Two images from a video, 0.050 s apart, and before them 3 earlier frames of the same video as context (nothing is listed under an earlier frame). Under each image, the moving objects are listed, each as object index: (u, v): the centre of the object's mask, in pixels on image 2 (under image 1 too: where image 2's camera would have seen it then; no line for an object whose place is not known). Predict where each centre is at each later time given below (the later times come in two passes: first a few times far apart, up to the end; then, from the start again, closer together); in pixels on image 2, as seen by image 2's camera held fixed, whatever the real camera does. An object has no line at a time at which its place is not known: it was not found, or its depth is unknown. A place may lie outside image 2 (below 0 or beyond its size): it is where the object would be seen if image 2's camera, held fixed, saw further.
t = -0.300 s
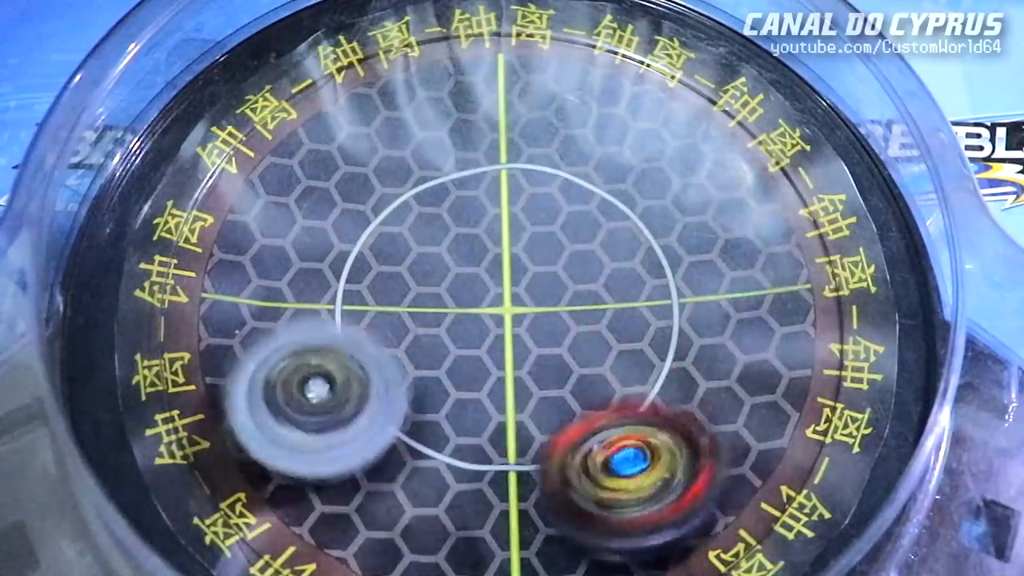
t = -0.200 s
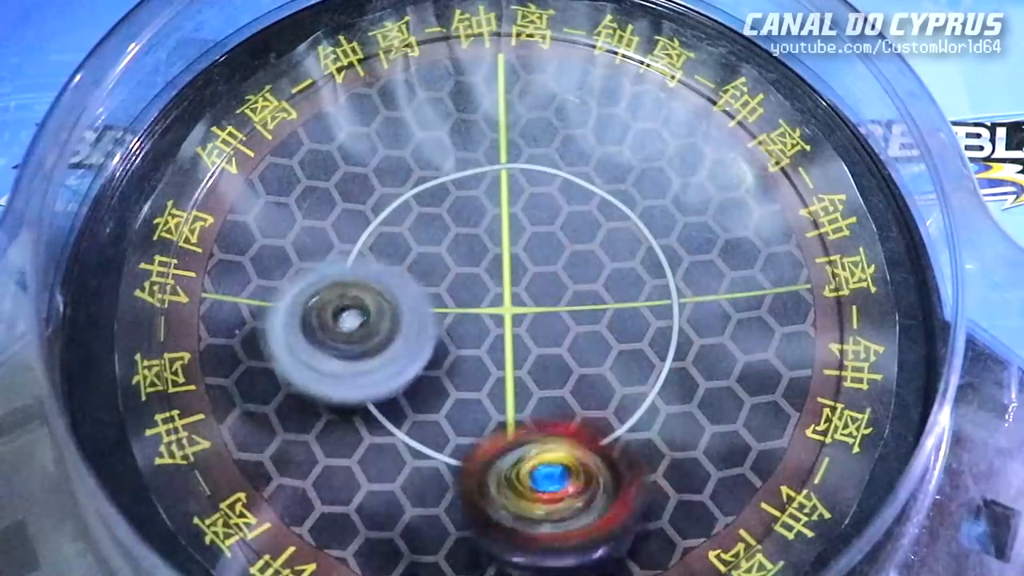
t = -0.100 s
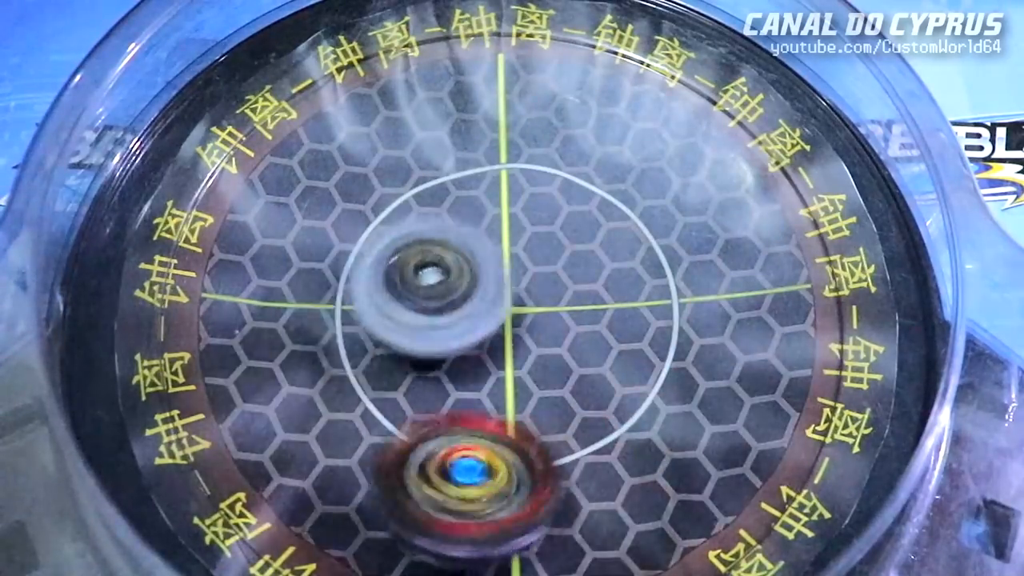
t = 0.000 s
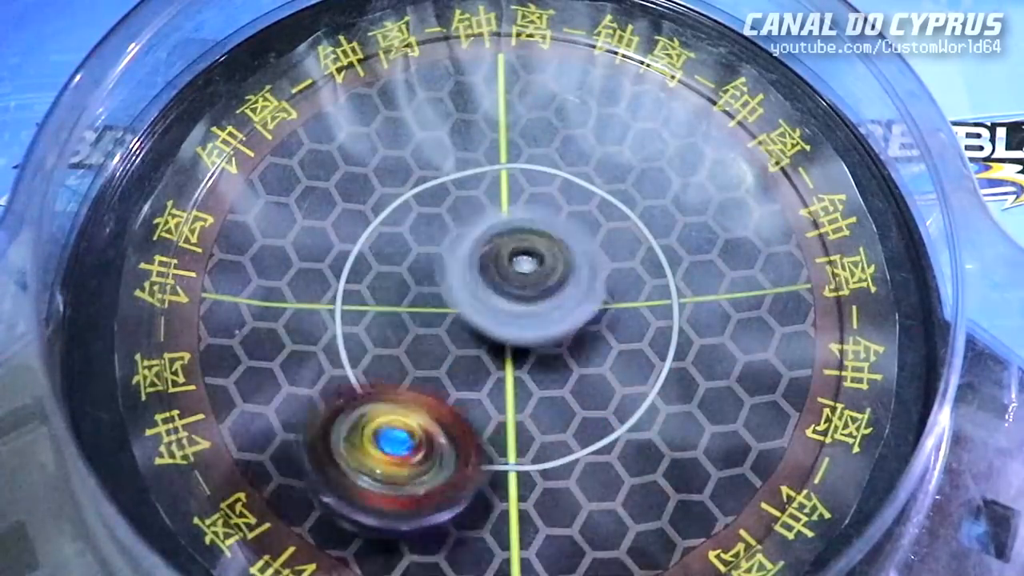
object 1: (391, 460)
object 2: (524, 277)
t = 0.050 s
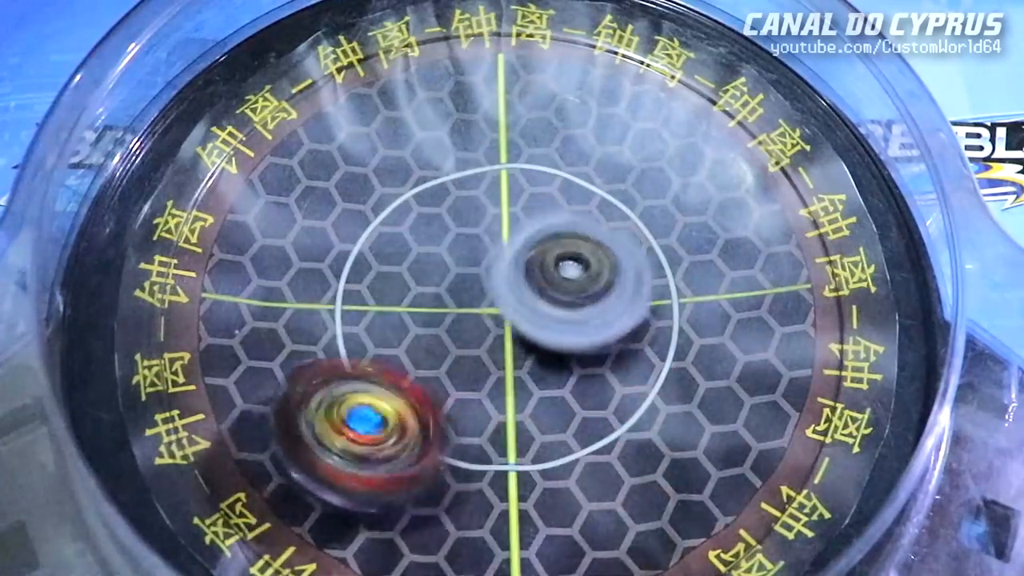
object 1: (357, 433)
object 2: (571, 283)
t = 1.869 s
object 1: (597, 196)
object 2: (442, 287)
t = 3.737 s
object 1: (575, 168)
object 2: (431, 434)
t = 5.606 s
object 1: (545, 145)
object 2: (567, 365)
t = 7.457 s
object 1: (390, 242)
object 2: (590, 329)
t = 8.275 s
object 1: (377, 264)
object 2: (558, 261)
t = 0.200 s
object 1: (296, 349)
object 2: (680, 341)
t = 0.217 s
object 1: (290, 339)
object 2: (687, 350)
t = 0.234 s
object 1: (289, 329)
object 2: (693, 360)
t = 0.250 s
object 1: (289, 318)
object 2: (697, 372)
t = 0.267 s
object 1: (286, 305)
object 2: (699, 380)
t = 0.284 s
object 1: (283, 295)
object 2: (701, 390)
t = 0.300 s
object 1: (282, 287)
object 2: (700, 402)
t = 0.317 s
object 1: (285, 276)
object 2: (698, 412)
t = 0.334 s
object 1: (288, 266)
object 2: (692, 422)
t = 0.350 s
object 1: (286, 256)
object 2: (688, 428)
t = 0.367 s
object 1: (286, 247)
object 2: (682, 434)
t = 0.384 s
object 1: (292, 238)
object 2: (672, 440)
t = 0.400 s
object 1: (296, 229)
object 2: (661, 446)
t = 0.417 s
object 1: (299, 218)
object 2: (652, 448)
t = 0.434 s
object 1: (301, 210)
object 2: (638, 449)
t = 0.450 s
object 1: (306, 202)
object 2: (623, 450)
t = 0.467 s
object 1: (311, 194)
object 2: (612, 447)
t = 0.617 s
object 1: (381, 140)
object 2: (512, 371)
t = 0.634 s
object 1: (393, 135)
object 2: (505, 357)
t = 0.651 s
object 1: (402, 130)
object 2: (501, 344)
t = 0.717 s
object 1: (441, 120)
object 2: (493, 291)
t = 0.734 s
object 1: (449, 119)
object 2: (493, 276)
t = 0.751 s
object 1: (461, 116)
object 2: (496, 263)
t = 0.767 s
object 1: (471, 114)
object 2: (501, 255)
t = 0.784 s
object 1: (478, 102)
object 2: (508, 277)
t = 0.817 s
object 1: (489, 64)
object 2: (530, 325)
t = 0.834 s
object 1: (497, 53)
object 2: (539, 348)
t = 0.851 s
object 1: (500, 47)
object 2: (548, 372)
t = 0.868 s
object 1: (510, 42)
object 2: (554, 394)
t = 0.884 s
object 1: (515, 40)
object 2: (558, 411)
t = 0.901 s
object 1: (521, 41)
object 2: (559, 434)
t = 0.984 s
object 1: (540, 57)
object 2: (557, 494)
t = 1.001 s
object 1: (545, 61)
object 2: (553, 499)
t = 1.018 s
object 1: (551, 64)
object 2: (549, 500)
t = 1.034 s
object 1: (556, 69)
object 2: (543, 502)
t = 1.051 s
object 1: (562, 77)
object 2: (539, 502)
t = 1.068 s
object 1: (567, 86)
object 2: (532, 502)
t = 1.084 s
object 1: (571, 95)
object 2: (527, 501)
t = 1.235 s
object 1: (594, 189)
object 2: (464, 492)
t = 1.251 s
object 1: (594, 201)
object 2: (457, 489)
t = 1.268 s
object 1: (593, 213)
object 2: (447, 485)
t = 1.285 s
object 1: (592, 225)
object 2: (440, 478)
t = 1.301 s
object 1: (589, 236)
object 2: (433, 470)
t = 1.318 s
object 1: (589, 249)
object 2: (427, 459)
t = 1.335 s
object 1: (587, 259)
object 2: (424, 450)
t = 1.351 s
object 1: (582, 270)
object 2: (422, 438)
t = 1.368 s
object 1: (577, 283)
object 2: (423, 426)
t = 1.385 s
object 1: (575, 294)
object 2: (424, 413)
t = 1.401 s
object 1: (570, 304)
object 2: (429, 400)
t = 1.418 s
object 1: (576, 301)
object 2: (420, 399)
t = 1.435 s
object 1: (583, 290)
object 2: (414, 400)
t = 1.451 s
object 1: (591, 287)
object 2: (408, 399)
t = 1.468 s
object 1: (599, 285)
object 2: (403, 397)
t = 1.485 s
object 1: (613, 276)
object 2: (401, 395)
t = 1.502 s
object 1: (624, 268)
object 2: (399, 390)
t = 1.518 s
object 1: (635, 265)
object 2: (401, 385)
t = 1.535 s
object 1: (640, 262)
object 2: (401, 380)
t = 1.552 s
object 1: (638, 258)
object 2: (405, 372)
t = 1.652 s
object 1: (603, 259)
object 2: (439, 320)
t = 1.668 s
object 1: (599, 256)
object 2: (439, 315)
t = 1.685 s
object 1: (602, 248)
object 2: (434, 314)
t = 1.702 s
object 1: (602, 241)
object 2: (430, 314)
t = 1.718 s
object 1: (598, 235)
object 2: (428, 313)
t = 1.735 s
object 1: (598, 230)
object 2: (427, 310)
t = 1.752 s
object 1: (596, 225)
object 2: (429, 306)
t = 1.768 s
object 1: (593, 218)
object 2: (430, 302)
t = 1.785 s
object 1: (590, 214)
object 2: (435, 296)
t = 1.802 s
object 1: (589, 212)
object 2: (439, 293)
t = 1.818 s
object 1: (588, 211)
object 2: (444, 287)
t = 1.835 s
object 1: (589, 208)
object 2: (444, 286)
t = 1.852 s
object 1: (595, 205)
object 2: (444, 287)
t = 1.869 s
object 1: (597, 196)
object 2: (442, 287)
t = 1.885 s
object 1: (597, 190)
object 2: (444, 287)
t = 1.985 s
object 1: (610, 156)
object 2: (474, 279)
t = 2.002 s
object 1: (611, 156)
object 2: (480, 277)
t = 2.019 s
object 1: (613, 155)
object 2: (488, 279)
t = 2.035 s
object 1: (613, 153)
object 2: (495, 278)
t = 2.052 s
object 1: (611, 153)
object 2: (502, 281)
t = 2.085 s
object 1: (610, 153)
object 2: (515, 285)
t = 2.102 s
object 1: (608, 154)
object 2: (522, 287)
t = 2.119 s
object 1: (606, 155)
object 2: (528, 292)
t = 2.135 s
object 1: (606, 154)
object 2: (534, 294)
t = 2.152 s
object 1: (605, 152)
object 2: (538, 304)
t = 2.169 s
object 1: (602, 150)
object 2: (543, 311)
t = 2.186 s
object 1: (601, 150)
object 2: (545, 322)
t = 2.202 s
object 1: (599, 149)
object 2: (549, 329)
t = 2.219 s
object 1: (596, 149)
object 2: (549, 340)
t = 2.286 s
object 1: (589, 155)
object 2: (551, 366)
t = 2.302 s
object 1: (586, 157)
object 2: (549, 376)
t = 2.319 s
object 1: (583, 157)
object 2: (547, 381)
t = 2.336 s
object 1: (581, 159)
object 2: (545, 387)
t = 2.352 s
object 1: (577, 162)
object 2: (543, 391)
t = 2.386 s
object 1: (575, 169)
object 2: (536, 401)
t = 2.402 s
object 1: (571, 172)
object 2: (529, 405)
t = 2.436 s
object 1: (564, 183)
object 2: (520, 408)
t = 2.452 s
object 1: (560, 189)
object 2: (514, 411)
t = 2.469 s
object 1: (554, 198)
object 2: (507, 411)
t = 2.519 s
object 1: (542, 220)
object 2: (486, 408)
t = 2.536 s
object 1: (534, 230)
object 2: (480, 406)
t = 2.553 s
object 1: (531, 236)
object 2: (474, 400)
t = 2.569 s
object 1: (527, 243)
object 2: (469, 393)
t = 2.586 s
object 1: (524, 245)
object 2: (463, 389)
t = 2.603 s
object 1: (520, 244)
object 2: (459, 392)
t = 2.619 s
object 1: (515, 238)
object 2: (457, 392)
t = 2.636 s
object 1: (512, 234)
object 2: (453, 394)
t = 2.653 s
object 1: (509, 231)
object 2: (453, 391)
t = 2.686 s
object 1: (505, 229)
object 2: (453, 382)
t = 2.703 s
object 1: (502, 228)
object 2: (453, 381)
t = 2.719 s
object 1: (509, 214)
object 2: (452, 402)
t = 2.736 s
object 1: (516, 195)
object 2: (439, 428)
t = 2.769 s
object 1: (521, 168)
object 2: (425, 463)
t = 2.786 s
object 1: (524, 160)
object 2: (421, 475)
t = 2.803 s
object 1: (522, 151)
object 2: (418, 487)
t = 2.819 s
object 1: (520, 142)
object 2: (416, 492)
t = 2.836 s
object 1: (520, 133)
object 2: (412, 497)
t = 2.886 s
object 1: (521, 109)
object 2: (404, 506)
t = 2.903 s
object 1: (521, 101)
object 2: (405, 507)
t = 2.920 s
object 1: (523, 96)
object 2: (402, 509)
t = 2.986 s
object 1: (533, 66)
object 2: (401, 511)
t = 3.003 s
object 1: (534, 63)
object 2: (400, 512)
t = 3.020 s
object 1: (538, 59)
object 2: (402, 513)
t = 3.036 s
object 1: (541, 58)
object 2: (406, 513)
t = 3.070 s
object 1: (543, 56)
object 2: (411, 511)
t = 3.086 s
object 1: (545, 57)
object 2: (417, 509)
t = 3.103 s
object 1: (545, 58)
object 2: (419, 508)
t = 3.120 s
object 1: (545, 59)
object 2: (422, 506)
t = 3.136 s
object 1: (546, 60)
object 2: (429, 500)
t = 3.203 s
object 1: (549, 72)
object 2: (453, 475)
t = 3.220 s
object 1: (551, 78)
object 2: (460, 470)
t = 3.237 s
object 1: (556, 84)
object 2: (462, 460)
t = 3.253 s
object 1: (556, 90)
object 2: (470, 451)
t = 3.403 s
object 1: (563, 165)
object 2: (518, 373)
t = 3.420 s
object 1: (562, 177)
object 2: (520, 358)
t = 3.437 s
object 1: (562, 183)
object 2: (524, 346)
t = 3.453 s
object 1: (561, 189)
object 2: (530, 343)
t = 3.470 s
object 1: (569, 184)
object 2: (525, 356)
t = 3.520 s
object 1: (589, 162)
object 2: (504, 410)
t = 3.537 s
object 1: (591, 159)
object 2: (501, 423)
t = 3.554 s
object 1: (596, 156)
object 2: (498, 427)
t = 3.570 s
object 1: (596, 157)
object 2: (492, 430)
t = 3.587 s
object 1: (598, 157)
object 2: (487, 434)
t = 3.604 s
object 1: (596, 157)
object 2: (481, 433)
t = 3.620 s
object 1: (596, 158)
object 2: (474, 436)
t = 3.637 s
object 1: (593, 158)
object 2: (468, 439)
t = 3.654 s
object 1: (589, 160)
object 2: (462, 438)
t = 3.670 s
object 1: (589, 160)
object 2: (454, 439)
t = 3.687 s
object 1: (584, 163)
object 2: (449, 440)
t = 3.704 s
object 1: (583, 162)
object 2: (442, 437)
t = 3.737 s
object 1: (575, 168)
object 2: (431, 434)
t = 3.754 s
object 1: (570, 172)
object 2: (426, 428)
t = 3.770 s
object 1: (566, 176)
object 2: (421, 424)
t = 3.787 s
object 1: (561, 178)
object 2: (417, 422)
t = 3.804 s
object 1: (555, 184)
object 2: (414, 413)
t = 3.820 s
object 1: (550, 187)
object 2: (412, 409)
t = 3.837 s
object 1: (543, 193)
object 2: (409, 403)
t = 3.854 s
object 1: (538, 195)
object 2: (408, 393)
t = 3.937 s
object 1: (508, 219)
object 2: (409, 358)
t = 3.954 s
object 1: (504, 225)
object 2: (411, 348)
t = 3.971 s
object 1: (503, 220)
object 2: (410, 346)
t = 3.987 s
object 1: (505, 222)
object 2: (403, 350)
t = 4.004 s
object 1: (506, 218)
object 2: (403, 346)
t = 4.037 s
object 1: (507, 217)
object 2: (404, 343)
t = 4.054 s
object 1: (506, 218)
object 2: (403, 338)
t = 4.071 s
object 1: (509, 214)
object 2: (402, 337)
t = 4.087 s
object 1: (508, 216)
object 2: (399, 336)
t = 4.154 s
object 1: (511, 208)
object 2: (386, 332)
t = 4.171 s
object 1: (514, 205)
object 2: (383, 333)
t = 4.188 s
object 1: (516, 206)
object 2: (382, 331)
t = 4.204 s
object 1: (517, 205)
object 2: (383, 330)
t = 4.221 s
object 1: (517, 206)
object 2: (379, 330)
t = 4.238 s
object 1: (518, 204)
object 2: (382, 328)
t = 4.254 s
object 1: (520, 206)
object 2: (386, 328)
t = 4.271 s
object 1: (520, 206)
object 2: (385, 324)
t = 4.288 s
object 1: (519, 208)
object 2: (388, 321)
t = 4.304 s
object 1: (521, 208)
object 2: (390, 323)
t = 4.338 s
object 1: (522, 211)
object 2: (398, 318)
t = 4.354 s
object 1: (521, 213)
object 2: (400, 319)
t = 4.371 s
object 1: (525, 212)
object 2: (400, 319)
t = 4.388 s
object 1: (540, 206)
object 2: (393, 328)
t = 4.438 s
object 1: (578, 188)
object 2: (372, 352)
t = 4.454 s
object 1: (589, 184)
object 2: (368, 354)
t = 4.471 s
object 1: (595, 185)
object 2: (366, 357)
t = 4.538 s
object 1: (609, 188)
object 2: (354, 369)
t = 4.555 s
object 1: (612, 187)
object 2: (354, 371)
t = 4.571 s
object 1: (617, 189)
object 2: (353, 374)
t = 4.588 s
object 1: (617, 191)
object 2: (354, 375)
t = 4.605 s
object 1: (622, 195)
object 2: (356, 380)
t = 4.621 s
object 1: (621, 200)
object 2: (357, 380)
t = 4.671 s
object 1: (623, 209)
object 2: (366, 382)
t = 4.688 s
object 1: (623, 215)
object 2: (371, 384)
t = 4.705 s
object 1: (624, 220)
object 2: (375, 382)
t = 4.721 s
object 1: (622, 228)
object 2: (381, 383)
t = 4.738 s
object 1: (619, 229)
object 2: (383, 383)
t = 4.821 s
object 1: (603, 249)
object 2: (416, 375)
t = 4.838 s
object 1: (599, 255)
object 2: (424, 371)
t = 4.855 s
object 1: (595, 258)
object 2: (430, 371)
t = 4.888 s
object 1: (583, 264)
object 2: (448, 364)
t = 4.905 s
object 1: (579, 264)
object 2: (450, 362)
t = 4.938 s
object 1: (588, 259)
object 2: (445, 379)
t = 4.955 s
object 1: (588, 254)
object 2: (442, 385)
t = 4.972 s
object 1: (590, 253)
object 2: (446, 390)
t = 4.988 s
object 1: (586, 252)
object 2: (448, 387)
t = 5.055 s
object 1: (569, 238)
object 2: (453, 387)
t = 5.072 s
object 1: (564, 233)
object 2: (460, 388)
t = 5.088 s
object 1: (563, 231)
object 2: (461, 386)
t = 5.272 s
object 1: (532, 203)
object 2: (506, 358)
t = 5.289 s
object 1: (530, 204)
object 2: (515, 355)
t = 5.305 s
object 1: (528, 196)
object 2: (515, 362)
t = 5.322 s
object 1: (532, 190)
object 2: (523, 370)
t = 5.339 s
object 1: (533, 182)
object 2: (524, 373)
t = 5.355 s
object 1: (537, 182)
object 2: (534, 376)
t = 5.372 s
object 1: (535, 180)
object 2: (534, 376)
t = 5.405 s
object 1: (531, 176)
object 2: (539, 378)
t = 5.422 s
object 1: (528, 169)
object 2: (546, 381)
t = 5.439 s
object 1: (526, 162)
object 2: (549, 379)
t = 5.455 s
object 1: (527, 154)
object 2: (552, 381)
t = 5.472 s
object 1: (534, 151)
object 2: (557, 378)
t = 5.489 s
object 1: (536, 149)
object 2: (558, 380)
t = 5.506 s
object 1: (539, 146)
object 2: (552, 378)
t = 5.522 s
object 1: (539, 147)
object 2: (555, 376)
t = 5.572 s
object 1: (542, 141)
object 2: (562, 370)
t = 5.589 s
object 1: (546, 142)
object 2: (565, 367)
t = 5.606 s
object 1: (545, 145)
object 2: (567, 365)
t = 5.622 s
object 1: (547, 145)
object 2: (578, 364)
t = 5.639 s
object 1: (548, 147)
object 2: (569, 358)
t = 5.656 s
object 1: (548, 148)
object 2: (579, 356)
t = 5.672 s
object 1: (552, 150)
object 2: (570, 351)
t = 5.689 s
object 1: (552, 155)
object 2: (580, 352)
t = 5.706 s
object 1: (555, 159)
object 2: (572, 345)
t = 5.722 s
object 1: (554, 165)
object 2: (570, 340)
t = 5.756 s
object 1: (552, 174)
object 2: (571, 329)
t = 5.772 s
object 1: (551, 177)
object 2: (569, 326)
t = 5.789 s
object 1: (551, 171)
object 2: (582, 335)
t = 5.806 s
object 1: (551, 160)
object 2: (579, 345)
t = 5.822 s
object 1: (552, 154)
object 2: (580, 357)
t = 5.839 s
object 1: (554, 152)
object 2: (583, 369)
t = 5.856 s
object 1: (551, 150)
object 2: (585, 376)
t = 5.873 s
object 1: (552, 150)
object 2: (588, 380)
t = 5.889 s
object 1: (546, 152)
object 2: (592, 380)
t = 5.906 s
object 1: (538, 148)
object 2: (591, 381)
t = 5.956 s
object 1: (524, 144)
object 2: (583, 383)
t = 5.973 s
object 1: (522, 147)
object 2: (581, 385)
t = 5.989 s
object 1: (518, 145)
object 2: (592, 393)
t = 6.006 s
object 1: (519, 146)
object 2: (586, 394)
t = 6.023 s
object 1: (516, 147)
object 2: (587, 393)
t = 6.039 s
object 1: (515, 145)
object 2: (584, 398)
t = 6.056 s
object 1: (516, 147)
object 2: (583, 398)
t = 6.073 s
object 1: (511, 147)
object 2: (589, 403)
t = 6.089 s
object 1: (511, 148)
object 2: (577, 401)
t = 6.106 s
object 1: (507, 150)
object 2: (577, 401)
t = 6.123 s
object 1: (504, 148)
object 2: (573, 400)
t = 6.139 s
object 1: (505, 151)
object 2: (568, 395)
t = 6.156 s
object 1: (501, 153)
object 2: (560, 396)
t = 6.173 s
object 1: (501, 154)
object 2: (559, 394)
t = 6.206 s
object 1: (493, 163)
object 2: (561, 390)
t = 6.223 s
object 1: (492, 165)
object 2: (556, 385)
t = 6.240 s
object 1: (487, 170)
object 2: (548, 384)
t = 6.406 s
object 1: (454, 207)
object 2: (504, 353)
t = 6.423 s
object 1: (449, 209)
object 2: (501, 349)
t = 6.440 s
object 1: (448, 211)
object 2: (499, 351)
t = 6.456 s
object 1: (444, 211)
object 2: (496, 350)
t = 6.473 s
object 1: (443, 211)
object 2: (493, 351)
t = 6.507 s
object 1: (437, 212)
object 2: (489, 355)
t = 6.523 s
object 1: (435, 212)
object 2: (491, 364)
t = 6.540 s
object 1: (435, 209)
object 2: (487, 368)
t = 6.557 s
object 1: (434, 207)
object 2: (487, 378)
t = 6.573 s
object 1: (435, 206)
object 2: (490, 383)
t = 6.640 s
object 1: (429, 209)
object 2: (492, 398)
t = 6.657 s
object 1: (424, 206)
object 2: (495, 399)
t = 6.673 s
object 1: (426, 202)
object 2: (492, 400)
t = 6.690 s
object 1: (422, 200)
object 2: (496, 403)
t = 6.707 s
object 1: (421, 194)
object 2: (495, 404)
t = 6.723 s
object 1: (427, 191)
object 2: (497, 408)
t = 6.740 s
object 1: (433, 194)
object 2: (502, 408)
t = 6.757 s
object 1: (434, 196)
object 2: (501, 408)
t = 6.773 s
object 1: (440, 199)
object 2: (507, 411)
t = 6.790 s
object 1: (437, 205)
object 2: (511, 409)
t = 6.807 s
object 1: (436, 205)
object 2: (512, 411)
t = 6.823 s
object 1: (435, 208)
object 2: (519, 410)
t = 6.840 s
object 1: (434, 208)
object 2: (519, 407)
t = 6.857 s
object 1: (436, 208)
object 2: (521, 407)
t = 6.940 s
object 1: (446, 222)
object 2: (531, 390)
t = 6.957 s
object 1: (450, 227)
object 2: (535, 385)
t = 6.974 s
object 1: (449, 236)
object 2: (531, 379)
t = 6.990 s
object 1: (446, 241)
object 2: (531, 379)
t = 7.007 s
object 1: (445, 244)
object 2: (533, 370)
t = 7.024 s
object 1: (440, 245)
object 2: (535, 374)
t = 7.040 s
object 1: (437, 239)
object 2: (542, 376)
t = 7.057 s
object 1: (440, 237)
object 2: (544, 372)
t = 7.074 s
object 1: (439, 241)
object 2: (544, 373)
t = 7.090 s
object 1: (437, 242)
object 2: (549, 369)
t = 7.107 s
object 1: (441, 245)
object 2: (548, 361)
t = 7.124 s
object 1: (440, 249)
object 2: (546, 358)
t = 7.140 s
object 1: (433, 252)
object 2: (551, 350)
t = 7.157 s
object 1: (425, 248)
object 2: (558, 356)
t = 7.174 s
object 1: (411, 241)
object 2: (572, 360)
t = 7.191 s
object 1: (401, 237)
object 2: (586, 358)
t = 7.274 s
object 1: (378, 226)
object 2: (605, 351)
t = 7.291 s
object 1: (375, 226)
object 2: (612, 348)
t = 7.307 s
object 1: (377, 227)
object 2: (614, 340)
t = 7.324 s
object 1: (377, 228)
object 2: (611, 339)
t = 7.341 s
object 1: (375, 227)
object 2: (610, 339)
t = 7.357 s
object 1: (379, 228)
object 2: (610, 334)
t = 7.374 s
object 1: (383, 228)
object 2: (604, 333)
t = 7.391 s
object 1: (387, 230)
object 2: (602, 333)
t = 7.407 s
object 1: (388, 233)
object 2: (602, 332)
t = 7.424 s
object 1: (389, 236)
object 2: (596, 326)
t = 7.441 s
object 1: (390, 241)
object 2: (592, 327)
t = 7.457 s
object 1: (390, 242)
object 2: (590, 329)
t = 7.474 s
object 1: (392, 247)
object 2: (587, 323)
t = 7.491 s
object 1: (390, 249)
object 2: (579, 318)
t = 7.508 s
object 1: (389, 252)
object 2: (575, 316)
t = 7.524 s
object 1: (390, 252)
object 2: (569, 311)
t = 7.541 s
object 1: (389, 255)
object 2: (560, 308)
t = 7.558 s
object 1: (390, 256)
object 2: (550, 307)
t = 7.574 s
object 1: (390, 256)
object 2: (547, 306)
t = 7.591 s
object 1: (388, 257)
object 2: (541, 301)
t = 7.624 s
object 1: (381, 255)
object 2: (540, 300)
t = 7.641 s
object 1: (378, 253)
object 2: (536, 298)
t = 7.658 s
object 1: (379, 251)
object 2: (533, 296)
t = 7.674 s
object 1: (375, 247)
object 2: (532, 300)
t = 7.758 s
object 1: (374, 235)
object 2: (539, 302)
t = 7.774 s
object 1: (374, 235)
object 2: (536, 300)
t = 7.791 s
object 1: (374, 235)
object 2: (535, 302)
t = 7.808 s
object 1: (375, 237)
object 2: (532, 307)
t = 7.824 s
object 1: (374, 238)
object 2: (539, 305)
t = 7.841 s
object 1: (374, 239)
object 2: (538, 304)
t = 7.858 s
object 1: (375, 241)
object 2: (536, 306)
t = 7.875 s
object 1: (375, 245)
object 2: (535, 310)
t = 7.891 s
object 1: (376, 248)
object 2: (543, 308)
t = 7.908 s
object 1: (378, 252)
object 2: (543, 306)
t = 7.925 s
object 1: (382, 257)
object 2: (542, 305)
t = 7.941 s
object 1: (385, 261)
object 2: (541, 308)
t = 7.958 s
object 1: (388, 264)
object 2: (546, 309)
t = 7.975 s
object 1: (390, 266)
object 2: (549, 304)
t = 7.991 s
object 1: (393, 268)
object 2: (548, 303)
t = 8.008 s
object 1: (393, 269)
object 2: (547, 303)
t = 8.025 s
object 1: (394, 269)
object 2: (555, 303)
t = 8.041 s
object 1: (393, 269)
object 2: (560, 298)
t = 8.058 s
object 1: (393, 269)
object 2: (559, 294)
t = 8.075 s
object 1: (393, 269)
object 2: (559, 295)
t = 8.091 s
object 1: (393, 269)
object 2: (556, 293)
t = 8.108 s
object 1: (393, 269)
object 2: (561, 289)
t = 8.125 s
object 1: (393, 269)
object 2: (558, 285)
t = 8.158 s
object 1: (394, 270)
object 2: (546, 289)
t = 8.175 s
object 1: (393, 270)
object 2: (545, 291)
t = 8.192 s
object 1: (392, 269)
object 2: (548, 285)
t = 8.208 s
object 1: (391, 269)
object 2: (548, 280)
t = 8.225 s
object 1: (387, 268)
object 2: (550, 275)
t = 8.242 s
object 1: (381, 267)
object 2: (549, 269)
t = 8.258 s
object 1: (378, 266)
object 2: (555, 265)
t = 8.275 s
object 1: (377, 264)
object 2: (558, 261)
